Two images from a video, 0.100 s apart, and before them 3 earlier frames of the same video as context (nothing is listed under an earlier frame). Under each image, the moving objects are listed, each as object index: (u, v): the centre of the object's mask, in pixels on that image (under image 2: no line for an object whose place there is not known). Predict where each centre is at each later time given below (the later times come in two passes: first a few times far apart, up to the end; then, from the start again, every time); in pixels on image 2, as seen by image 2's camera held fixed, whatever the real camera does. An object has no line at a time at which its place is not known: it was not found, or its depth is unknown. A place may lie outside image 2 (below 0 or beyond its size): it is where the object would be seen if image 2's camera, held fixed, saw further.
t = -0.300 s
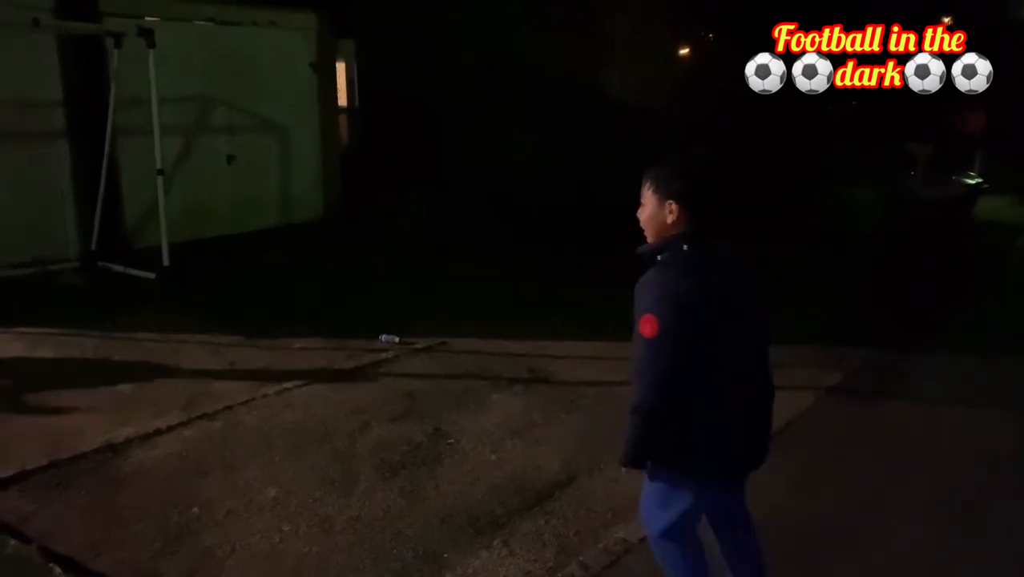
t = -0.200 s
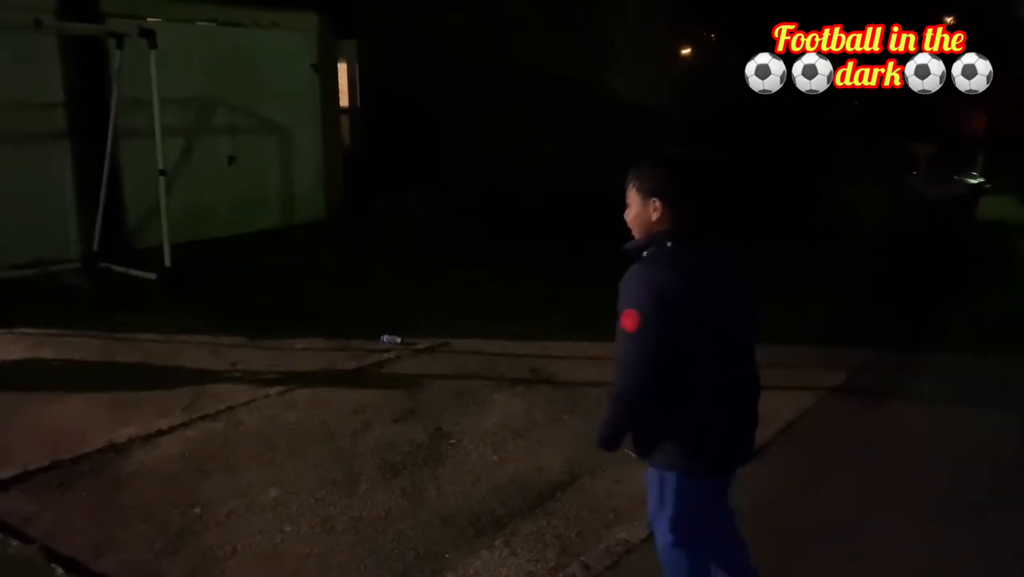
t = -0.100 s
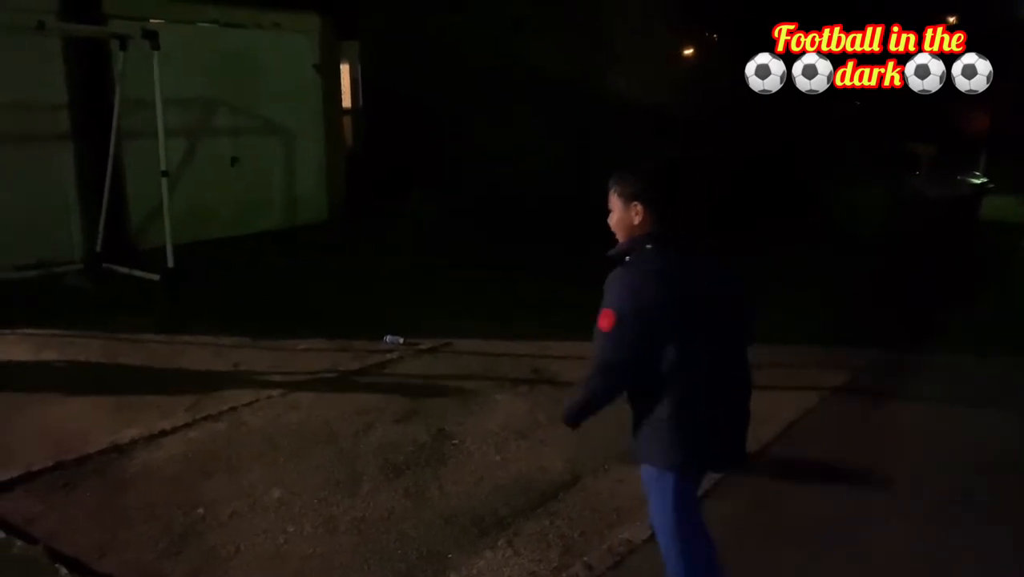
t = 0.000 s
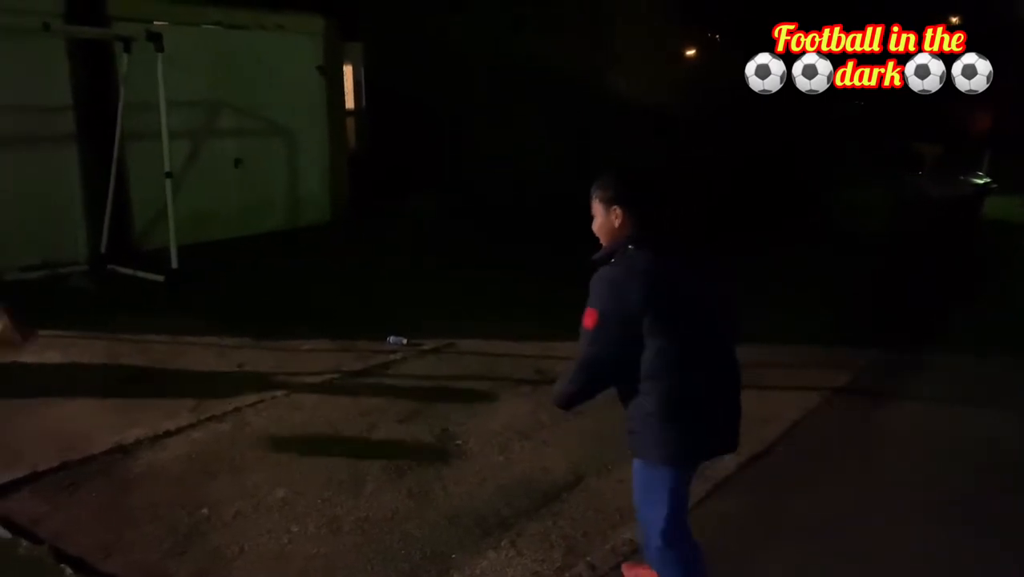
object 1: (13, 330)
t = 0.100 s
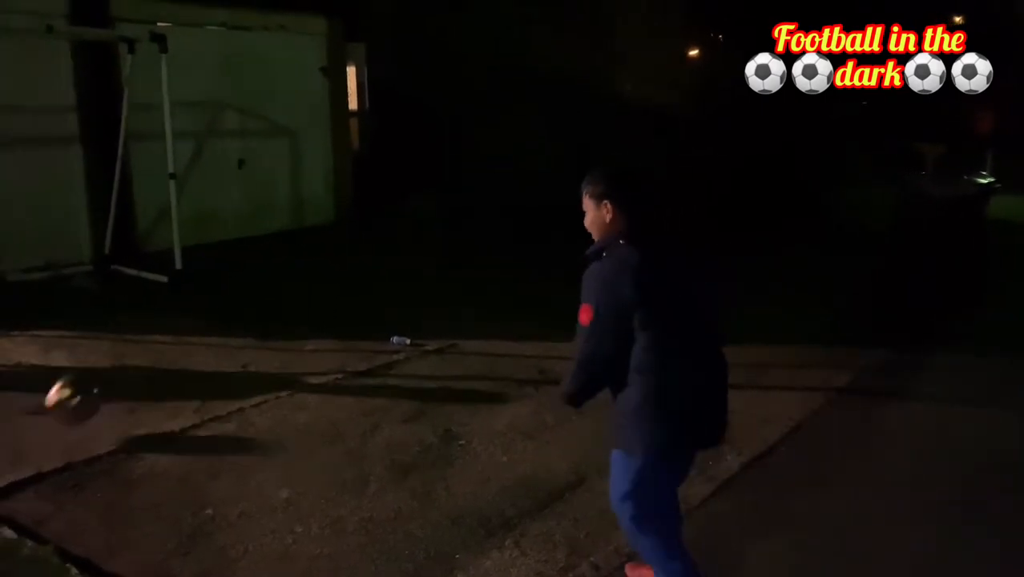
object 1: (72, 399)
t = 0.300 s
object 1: (140, 305)
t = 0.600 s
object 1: (270, 329)
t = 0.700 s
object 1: (319, 385)
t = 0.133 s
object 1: (81, 379)
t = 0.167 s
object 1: (94, 356)
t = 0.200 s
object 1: (105, 345)
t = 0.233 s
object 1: (117, 328)
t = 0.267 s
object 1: (127, 316)
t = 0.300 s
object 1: (140, 305)
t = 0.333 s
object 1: (152, 297)
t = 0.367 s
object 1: (168, 292)
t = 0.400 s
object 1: (180, 289)
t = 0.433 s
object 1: (193, 289)
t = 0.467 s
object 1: (210, 292)
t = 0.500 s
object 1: (224, 297)
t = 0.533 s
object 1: (239, 305)
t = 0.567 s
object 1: (255, 315)
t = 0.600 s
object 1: (270, 329)
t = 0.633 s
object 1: (286, 344)
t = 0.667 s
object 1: (303, 362)
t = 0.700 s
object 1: (319, 385)
